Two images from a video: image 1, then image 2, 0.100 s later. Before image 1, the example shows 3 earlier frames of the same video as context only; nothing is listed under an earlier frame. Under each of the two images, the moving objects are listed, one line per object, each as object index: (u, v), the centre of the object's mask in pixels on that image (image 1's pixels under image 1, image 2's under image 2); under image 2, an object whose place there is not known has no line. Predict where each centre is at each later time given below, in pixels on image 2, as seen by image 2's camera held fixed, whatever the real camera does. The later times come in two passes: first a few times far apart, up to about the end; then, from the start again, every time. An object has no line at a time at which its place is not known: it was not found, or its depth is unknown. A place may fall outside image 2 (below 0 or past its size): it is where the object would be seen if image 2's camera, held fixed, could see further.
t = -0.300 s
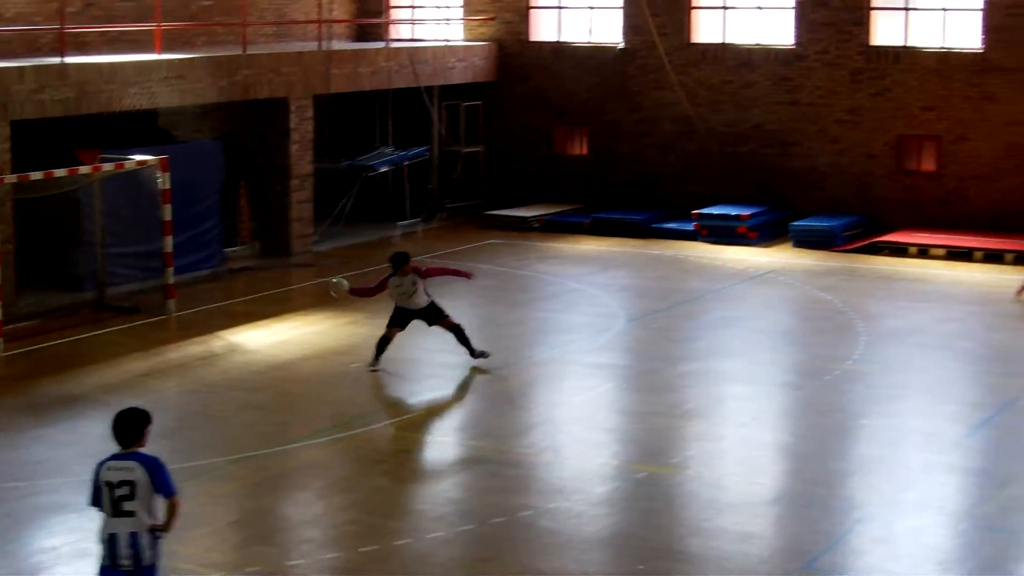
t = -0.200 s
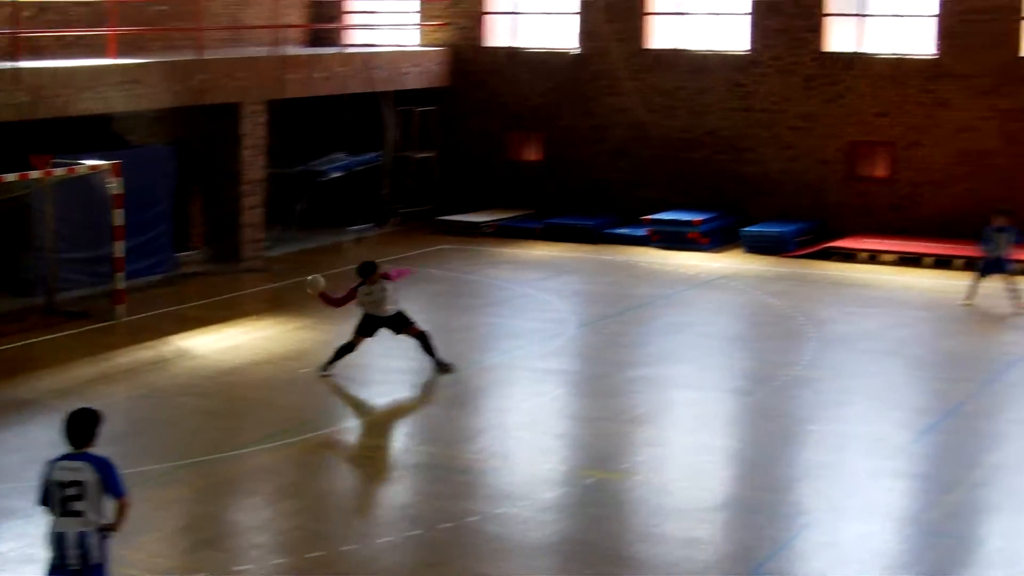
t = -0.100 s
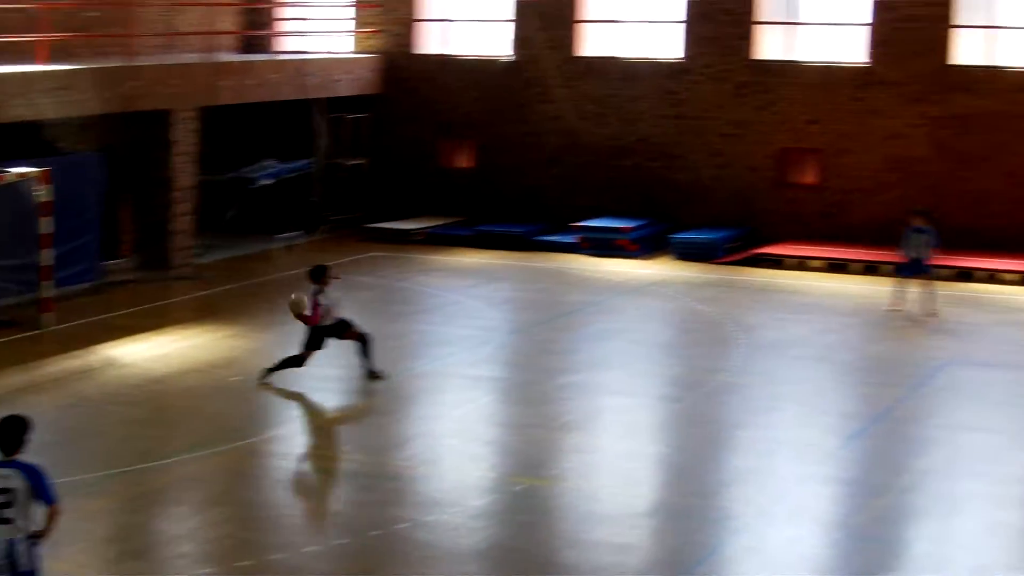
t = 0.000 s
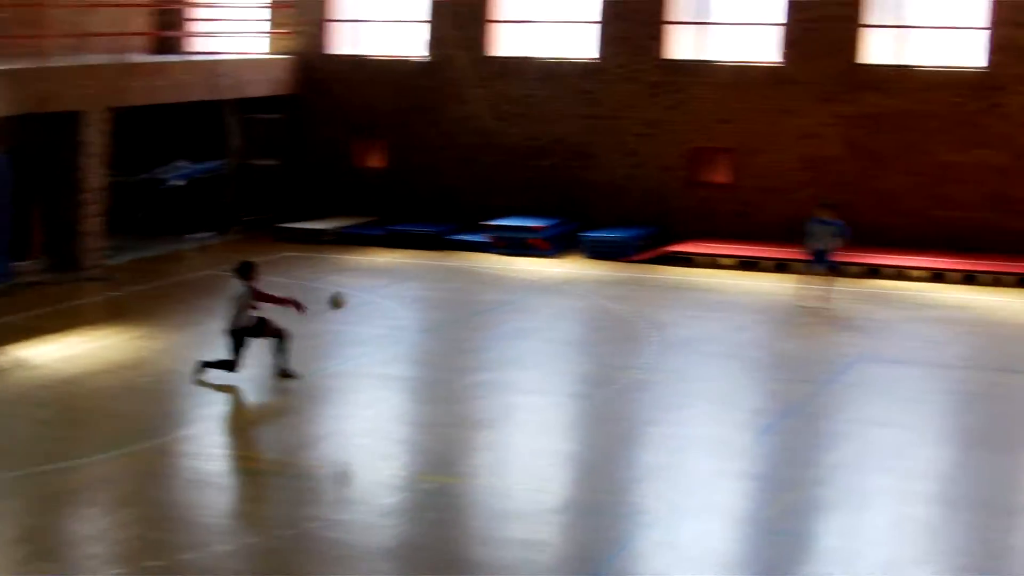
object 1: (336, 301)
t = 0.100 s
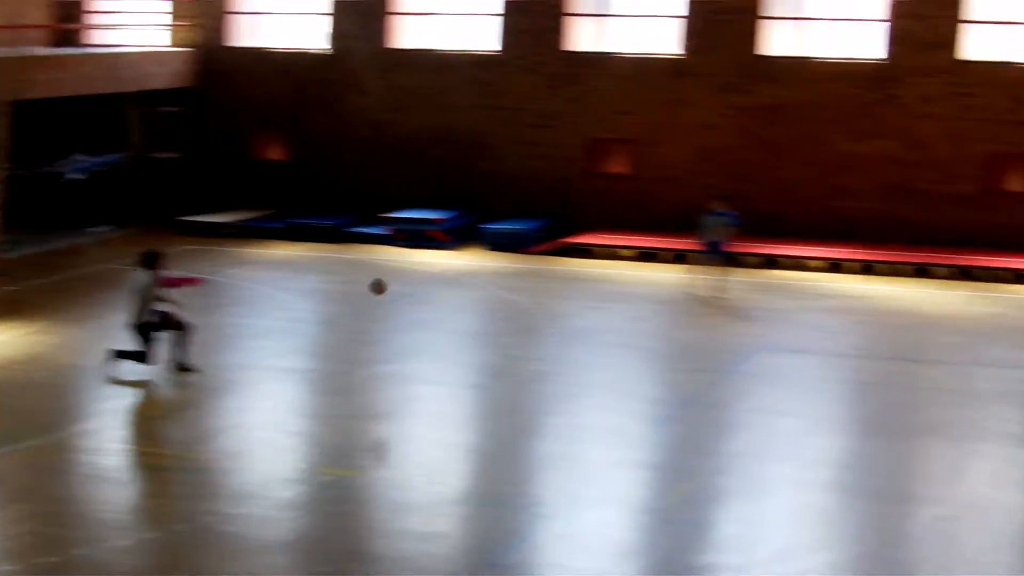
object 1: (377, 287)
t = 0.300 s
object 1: (634, 291)
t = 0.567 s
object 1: (933, 336)
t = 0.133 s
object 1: (421, 285)
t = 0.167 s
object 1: (465, 284)
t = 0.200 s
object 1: (507, 286)
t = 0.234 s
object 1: (552, 286)
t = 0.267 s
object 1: (591, 288)
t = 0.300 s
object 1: (634, 291)
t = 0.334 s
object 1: (674, 295)
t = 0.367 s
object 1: (713, 297)
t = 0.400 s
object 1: (750, 302)
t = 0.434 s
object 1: (789, 308)
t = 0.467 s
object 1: (825, 314)
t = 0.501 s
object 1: (860, 319)
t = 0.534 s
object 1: (896, 326)
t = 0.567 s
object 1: (933, 336)
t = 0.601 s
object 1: (964, 333)
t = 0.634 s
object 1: (992, 327)
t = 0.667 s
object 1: (1022, 323)
